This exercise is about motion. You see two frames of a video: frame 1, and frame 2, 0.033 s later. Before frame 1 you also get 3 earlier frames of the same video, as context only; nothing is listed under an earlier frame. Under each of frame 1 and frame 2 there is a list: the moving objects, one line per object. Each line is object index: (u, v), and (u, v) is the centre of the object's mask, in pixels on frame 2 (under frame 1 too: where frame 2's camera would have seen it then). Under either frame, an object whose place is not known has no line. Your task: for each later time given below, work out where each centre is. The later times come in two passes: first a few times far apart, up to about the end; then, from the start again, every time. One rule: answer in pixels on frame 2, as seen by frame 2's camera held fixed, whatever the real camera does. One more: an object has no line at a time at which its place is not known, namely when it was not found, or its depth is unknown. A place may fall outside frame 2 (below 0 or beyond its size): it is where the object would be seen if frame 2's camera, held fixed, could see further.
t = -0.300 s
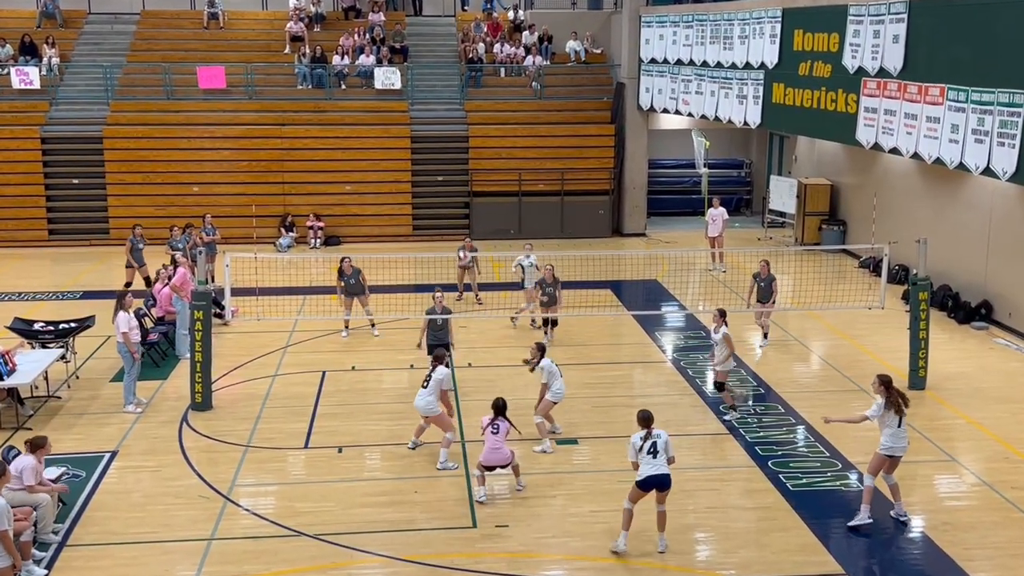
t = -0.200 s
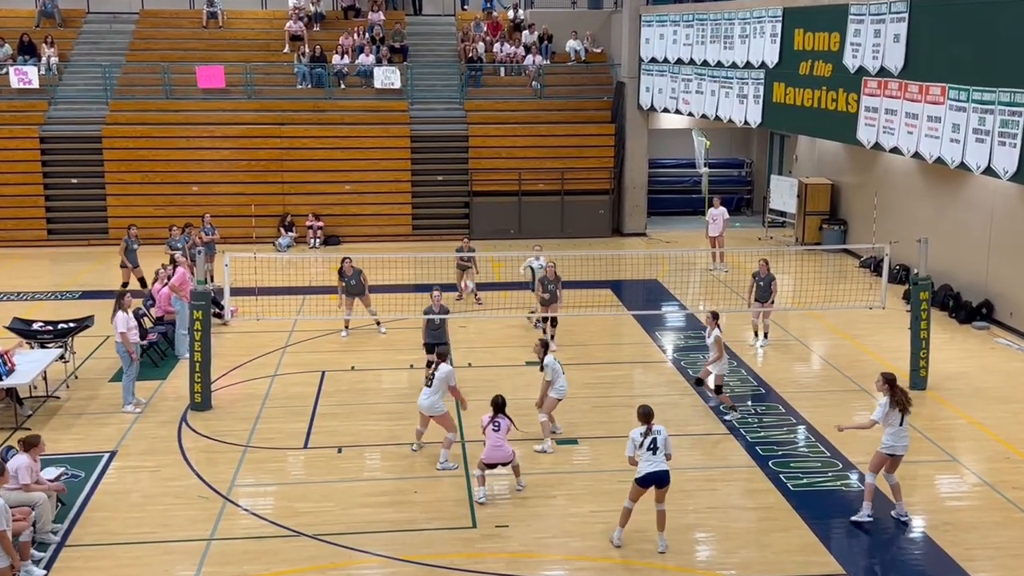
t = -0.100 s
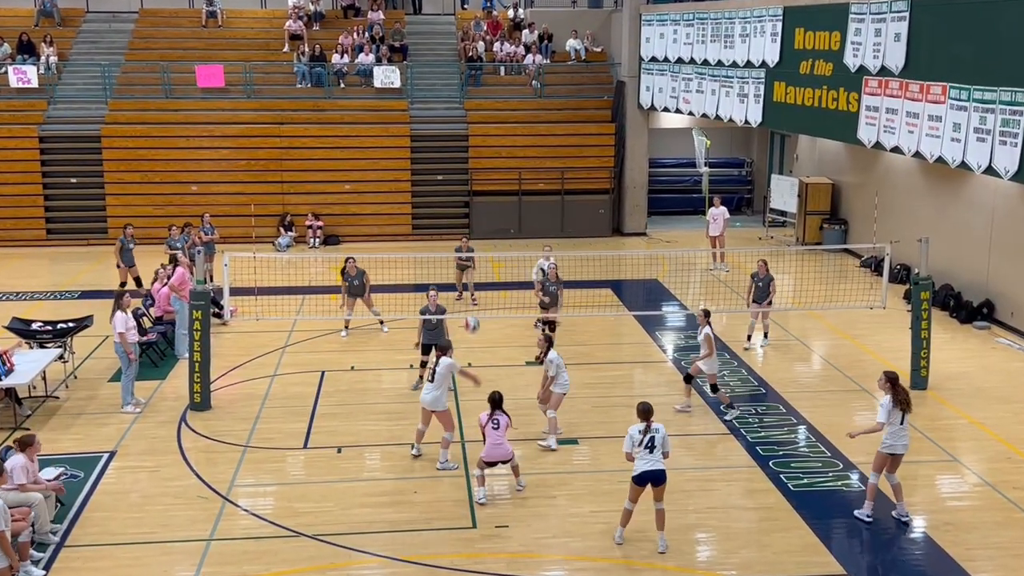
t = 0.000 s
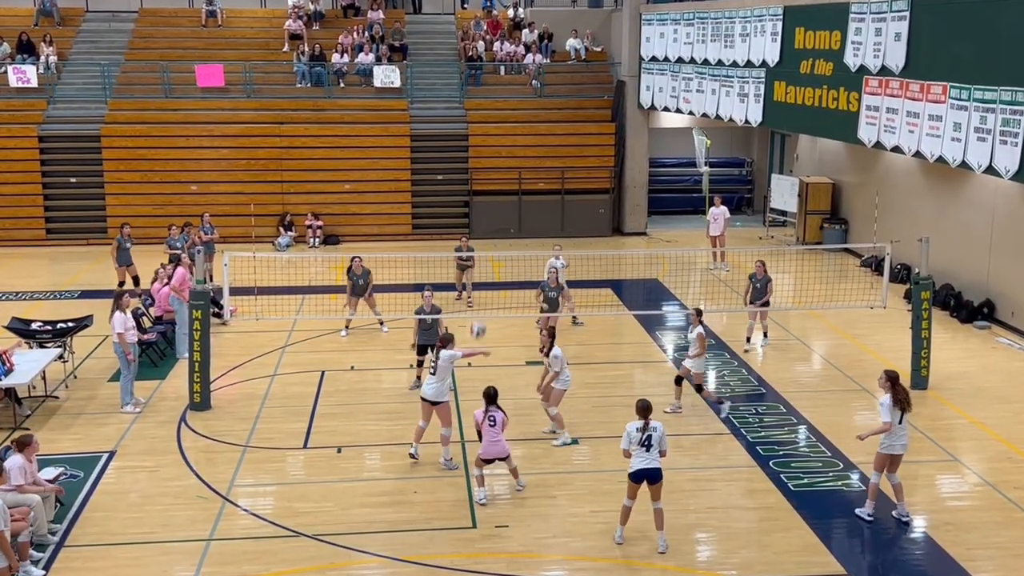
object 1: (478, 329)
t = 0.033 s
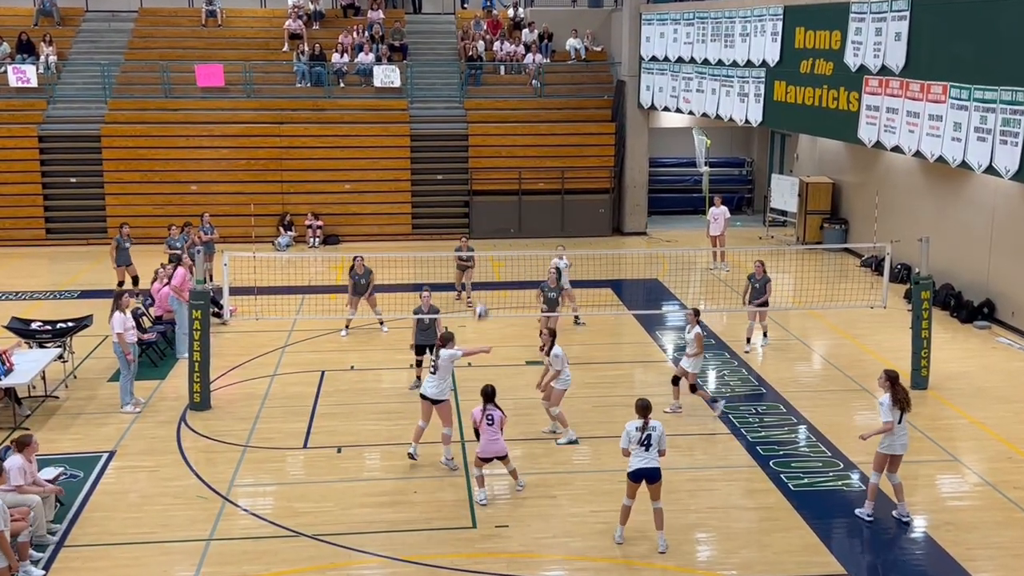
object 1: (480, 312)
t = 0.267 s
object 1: (501, 212)
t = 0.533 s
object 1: (522, 153)
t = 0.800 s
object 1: (542, 149)
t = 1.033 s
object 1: (558, 188)
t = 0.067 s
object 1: (484, 293)
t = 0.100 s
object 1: (487, 279)
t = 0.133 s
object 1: (491, 262)
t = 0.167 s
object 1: (493, 248)
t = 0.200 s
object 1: (495, 235)
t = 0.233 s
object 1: (499, 224)
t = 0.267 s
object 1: (501, 212)
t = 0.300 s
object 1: (504, 202)
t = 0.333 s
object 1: (507, 193)
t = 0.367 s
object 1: (510, 184)
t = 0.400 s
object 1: (512, 175)
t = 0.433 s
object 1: (515, 168)
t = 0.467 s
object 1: (517, 162)
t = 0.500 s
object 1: (520, 157)
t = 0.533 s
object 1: (522, 153)
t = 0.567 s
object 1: (525, 149)
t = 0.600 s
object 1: (527, 147)
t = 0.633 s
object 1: (530, 145)
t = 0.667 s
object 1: (532, 144)
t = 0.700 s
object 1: (535, 144)
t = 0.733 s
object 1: (537, 145)
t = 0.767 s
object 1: (539, 146)
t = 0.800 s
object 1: (542, 149)
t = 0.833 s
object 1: (544, 152)
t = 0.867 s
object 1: (547, 156)
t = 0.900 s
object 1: (549, 161)
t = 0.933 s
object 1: (551, 166)
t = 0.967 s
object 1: (554, 173)
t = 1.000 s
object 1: (556, 179)
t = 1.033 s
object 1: (558, 188)
